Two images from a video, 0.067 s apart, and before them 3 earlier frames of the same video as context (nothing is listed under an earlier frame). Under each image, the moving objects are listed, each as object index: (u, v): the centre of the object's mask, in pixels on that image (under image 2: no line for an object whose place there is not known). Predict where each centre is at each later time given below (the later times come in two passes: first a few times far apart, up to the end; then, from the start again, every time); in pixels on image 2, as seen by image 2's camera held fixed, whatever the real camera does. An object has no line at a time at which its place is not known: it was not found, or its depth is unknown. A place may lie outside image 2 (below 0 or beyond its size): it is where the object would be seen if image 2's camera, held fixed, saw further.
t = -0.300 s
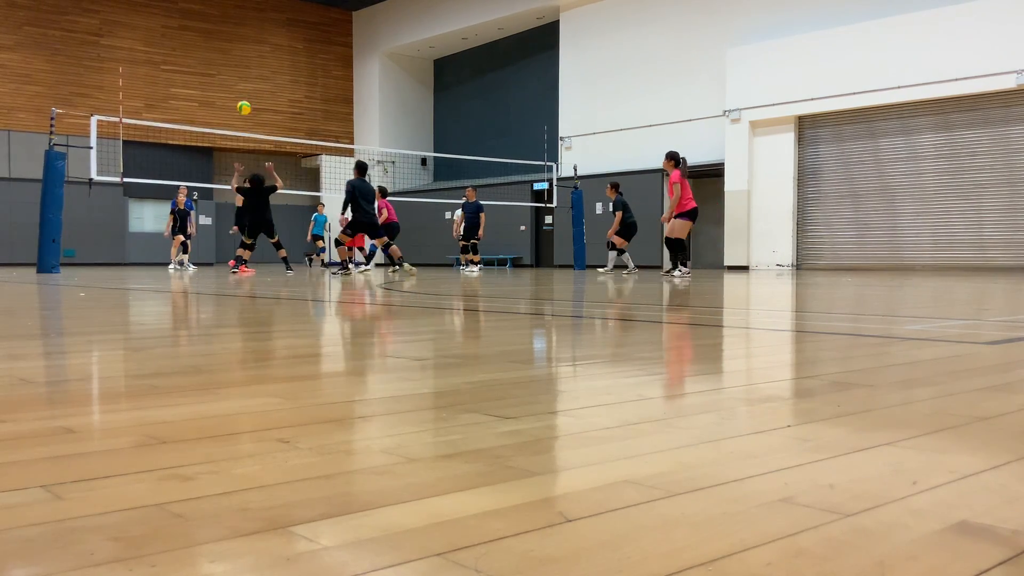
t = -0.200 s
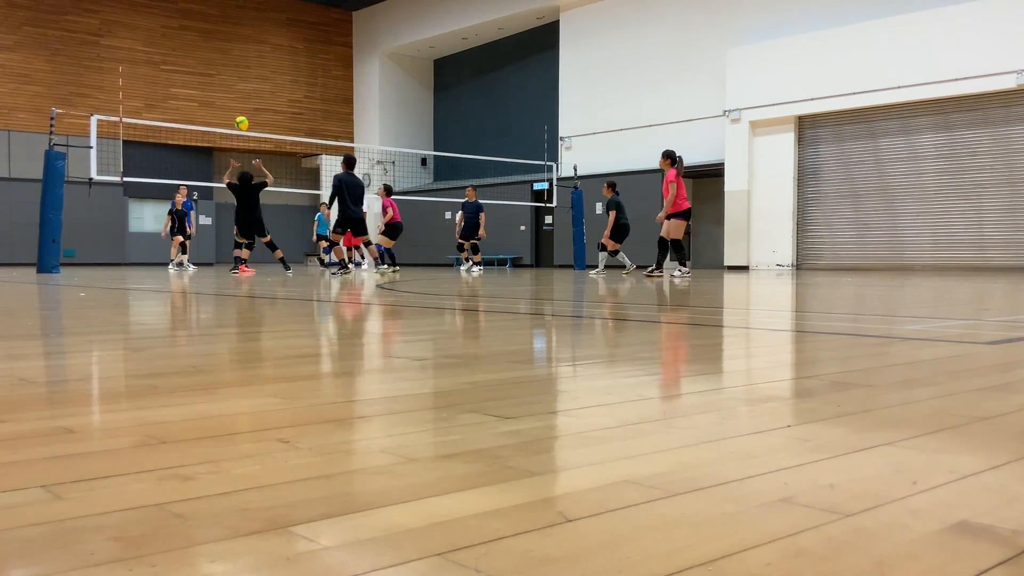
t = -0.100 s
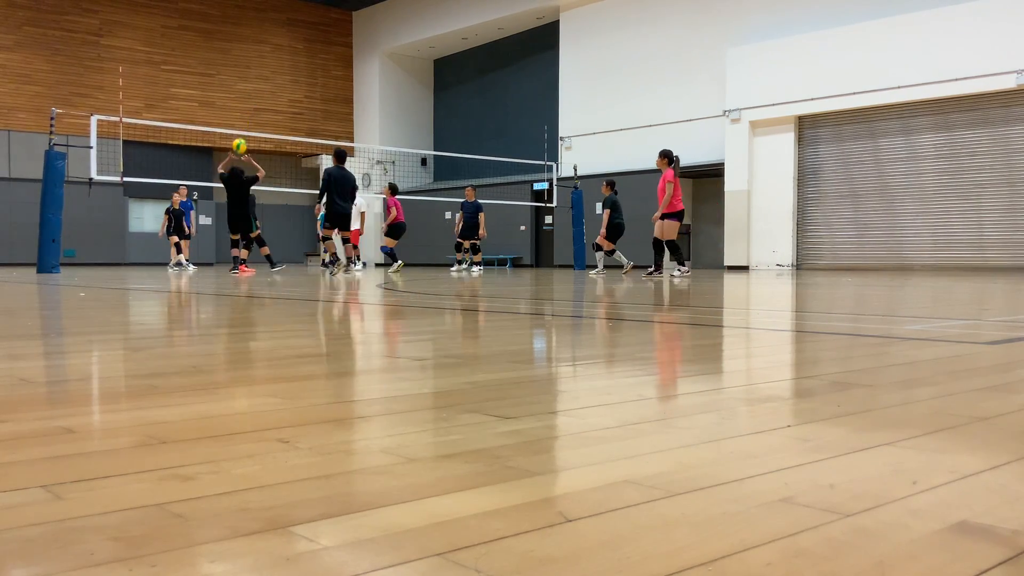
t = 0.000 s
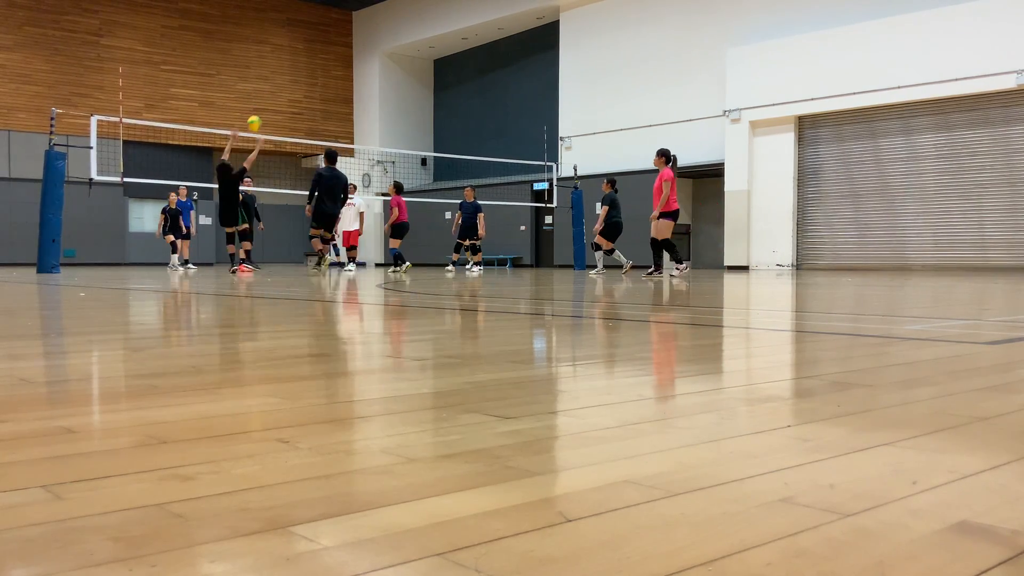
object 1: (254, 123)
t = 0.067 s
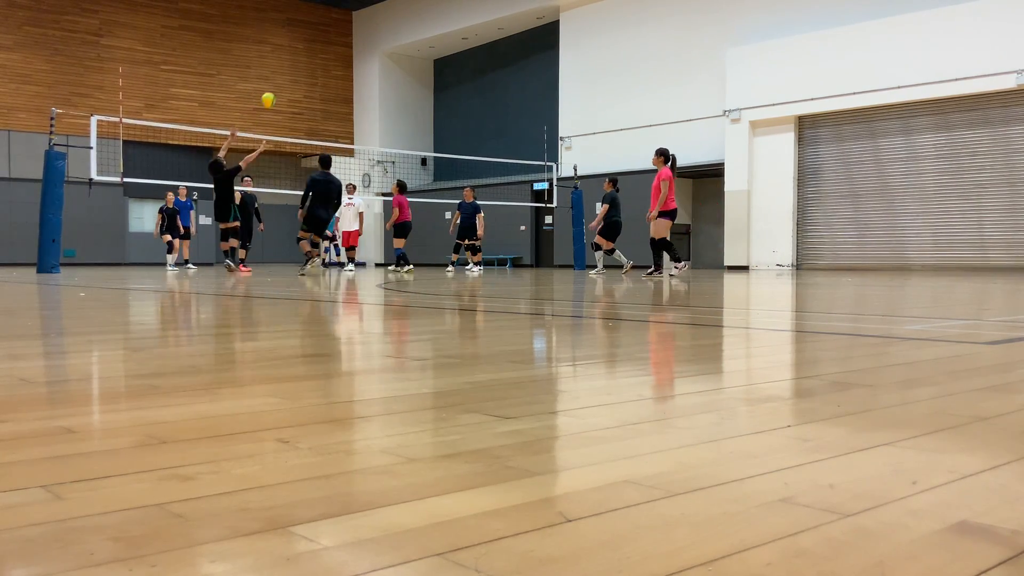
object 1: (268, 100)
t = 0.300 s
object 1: (314, 45)
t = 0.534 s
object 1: (357, 27)
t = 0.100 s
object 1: (275, 90)
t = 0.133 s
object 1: (282, 80)
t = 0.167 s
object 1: (289, 72)
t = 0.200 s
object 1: (295, 64)
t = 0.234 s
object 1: (302, 57)
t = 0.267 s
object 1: (308, 51)
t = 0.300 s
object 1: (314, 45)
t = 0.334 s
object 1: (321, 41)
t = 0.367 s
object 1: (327, 37)
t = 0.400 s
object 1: (333, 33)
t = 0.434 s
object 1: (339, 31)
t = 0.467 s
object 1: (345, 29)
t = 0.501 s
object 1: (351, 28)
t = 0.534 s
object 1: (357, 27)
